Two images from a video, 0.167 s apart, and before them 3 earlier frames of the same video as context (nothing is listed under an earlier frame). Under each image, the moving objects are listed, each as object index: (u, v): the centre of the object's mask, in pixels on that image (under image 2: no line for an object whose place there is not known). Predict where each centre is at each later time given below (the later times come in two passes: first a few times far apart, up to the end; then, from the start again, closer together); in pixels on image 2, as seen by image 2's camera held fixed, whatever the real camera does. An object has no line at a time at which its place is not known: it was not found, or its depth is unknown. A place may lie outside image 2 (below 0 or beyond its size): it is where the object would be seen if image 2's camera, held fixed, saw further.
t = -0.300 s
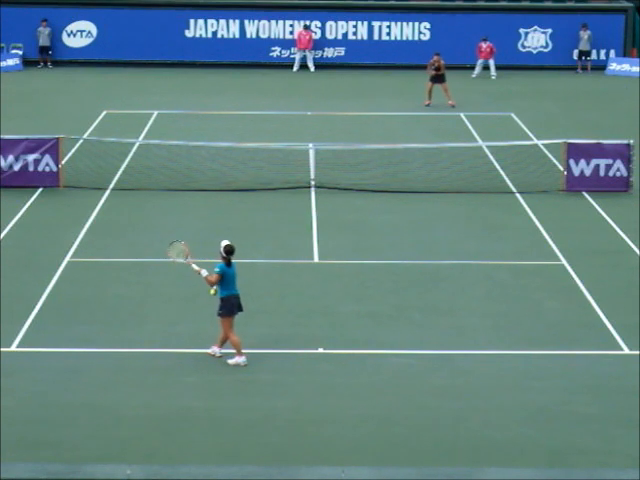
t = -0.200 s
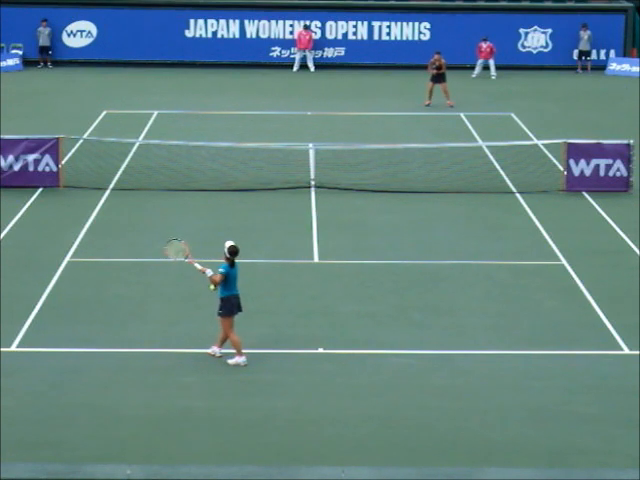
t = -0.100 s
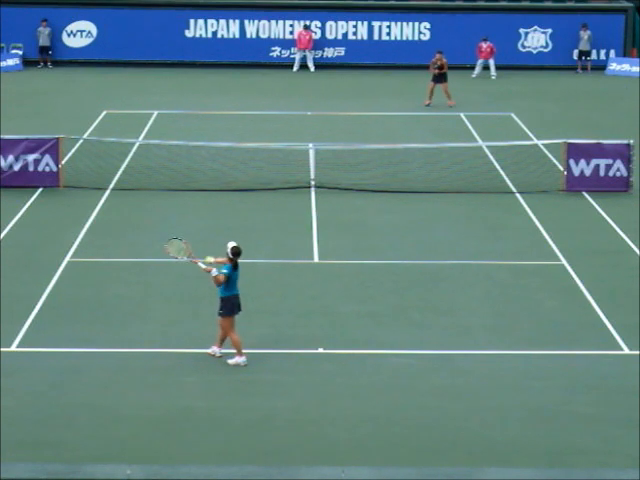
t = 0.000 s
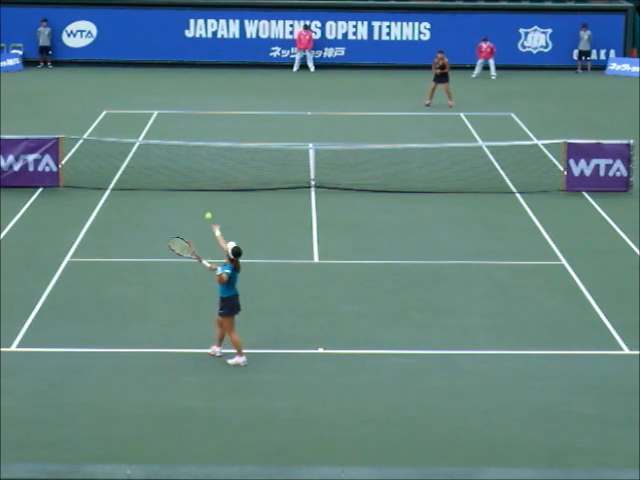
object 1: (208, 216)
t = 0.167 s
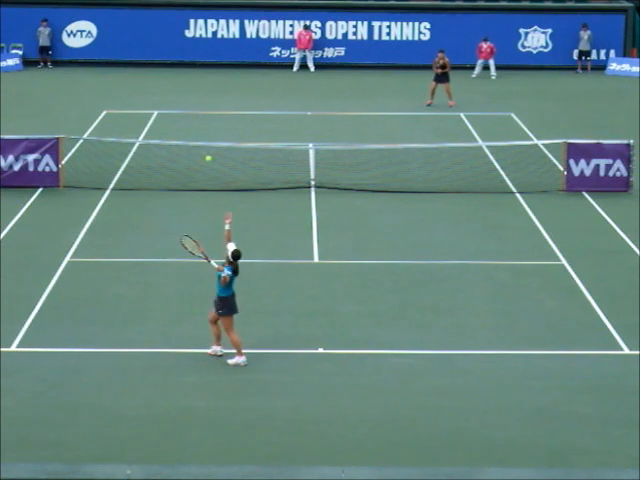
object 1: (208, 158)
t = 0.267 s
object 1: (208, 134)
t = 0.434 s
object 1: (208, 110)
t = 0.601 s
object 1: (208, 107)
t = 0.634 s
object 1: (208, 110)
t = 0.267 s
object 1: (208, 134)
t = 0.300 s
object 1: (208, 128)
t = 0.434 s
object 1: (208, 110)
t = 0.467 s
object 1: (208, 108)
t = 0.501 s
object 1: (208, 107)
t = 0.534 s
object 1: (208, 107)
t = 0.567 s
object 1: (208, 107)
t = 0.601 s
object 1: (208, 107)
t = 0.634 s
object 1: (208, 110)
